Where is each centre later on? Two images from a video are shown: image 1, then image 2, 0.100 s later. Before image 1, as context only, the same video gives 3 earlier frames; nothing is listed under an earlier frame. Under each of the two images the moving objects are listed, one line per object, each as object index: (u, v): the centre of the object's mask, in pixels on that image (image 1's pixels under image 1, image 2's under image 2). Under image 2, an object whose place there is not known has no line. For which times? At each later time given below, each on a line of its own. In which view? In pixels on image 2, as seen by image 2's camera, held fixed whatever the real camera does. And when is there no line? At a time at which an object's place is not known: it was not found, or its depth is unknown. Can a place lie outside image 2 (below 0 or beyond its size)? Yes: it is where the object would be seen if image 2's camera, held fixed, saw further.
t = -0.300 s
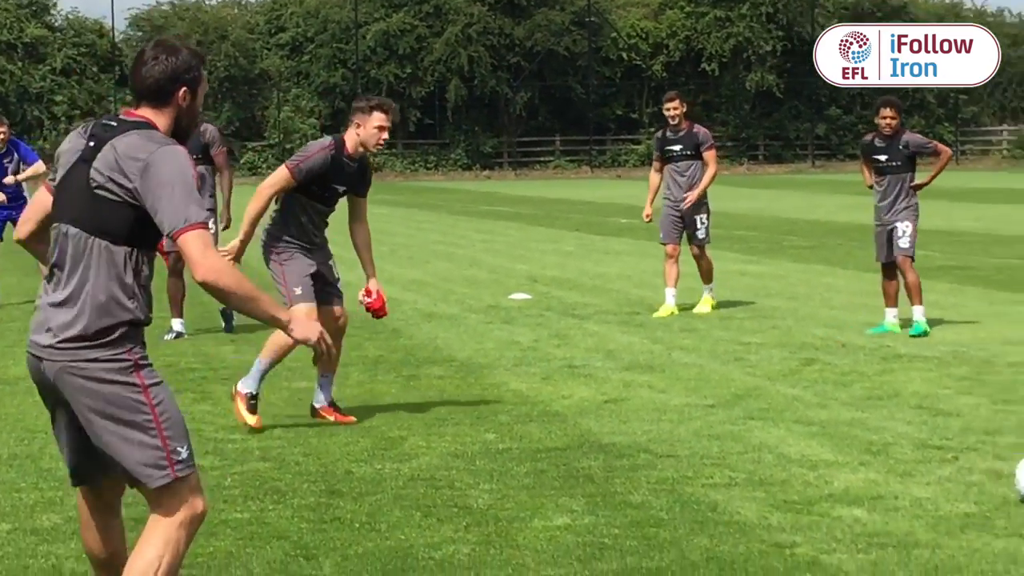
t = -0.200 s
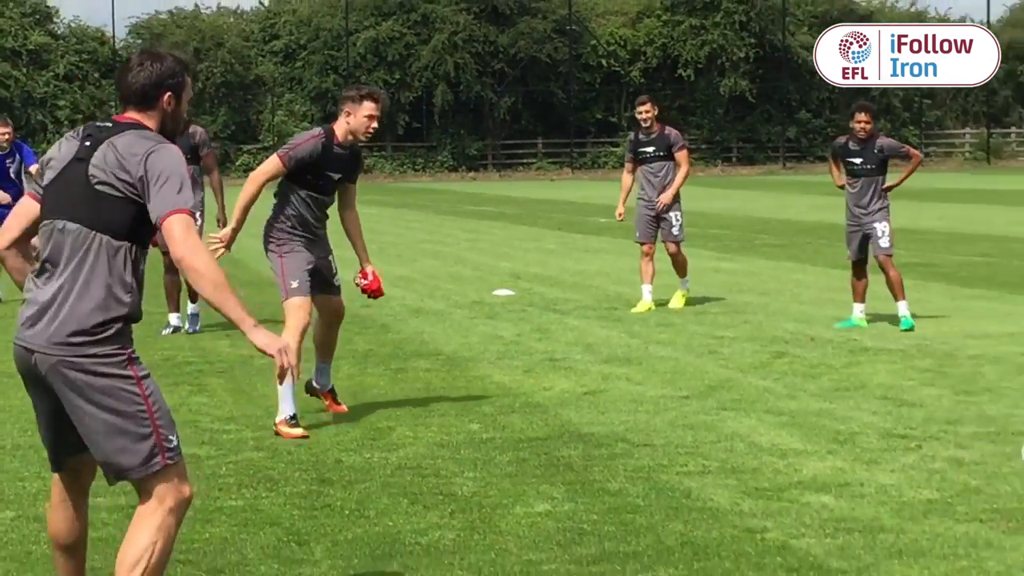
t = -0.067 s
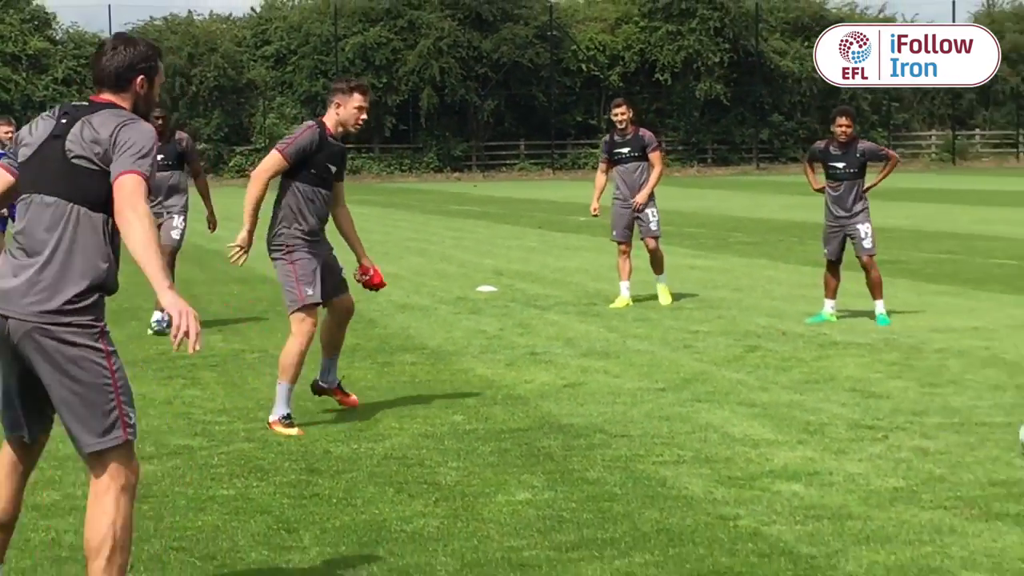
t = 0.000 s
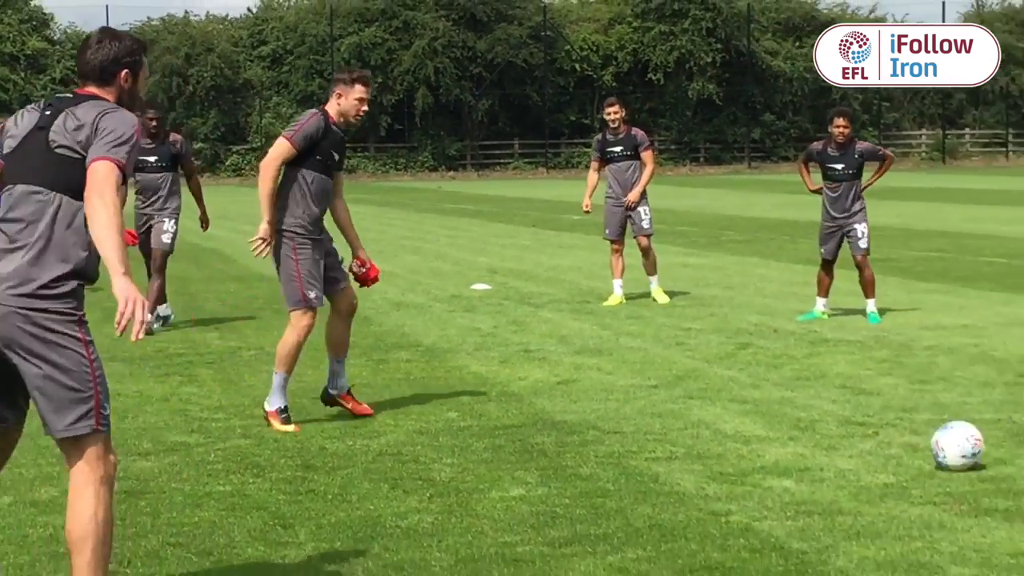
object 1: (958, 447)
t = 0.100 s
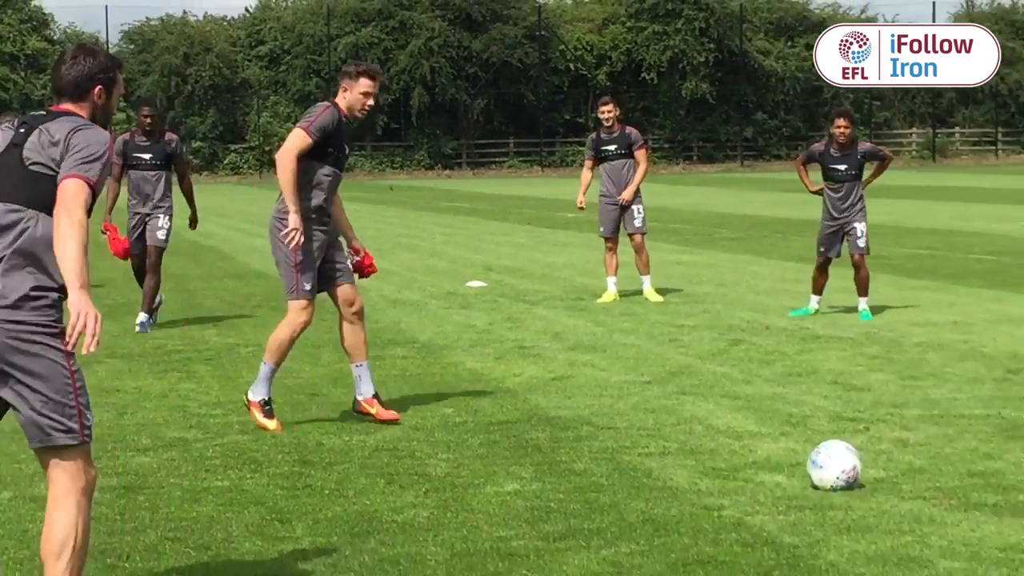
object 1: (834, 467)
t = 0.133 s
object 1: (800, 474)
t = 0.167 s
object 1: (767, 481)
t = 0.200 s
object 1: (734, 490)
